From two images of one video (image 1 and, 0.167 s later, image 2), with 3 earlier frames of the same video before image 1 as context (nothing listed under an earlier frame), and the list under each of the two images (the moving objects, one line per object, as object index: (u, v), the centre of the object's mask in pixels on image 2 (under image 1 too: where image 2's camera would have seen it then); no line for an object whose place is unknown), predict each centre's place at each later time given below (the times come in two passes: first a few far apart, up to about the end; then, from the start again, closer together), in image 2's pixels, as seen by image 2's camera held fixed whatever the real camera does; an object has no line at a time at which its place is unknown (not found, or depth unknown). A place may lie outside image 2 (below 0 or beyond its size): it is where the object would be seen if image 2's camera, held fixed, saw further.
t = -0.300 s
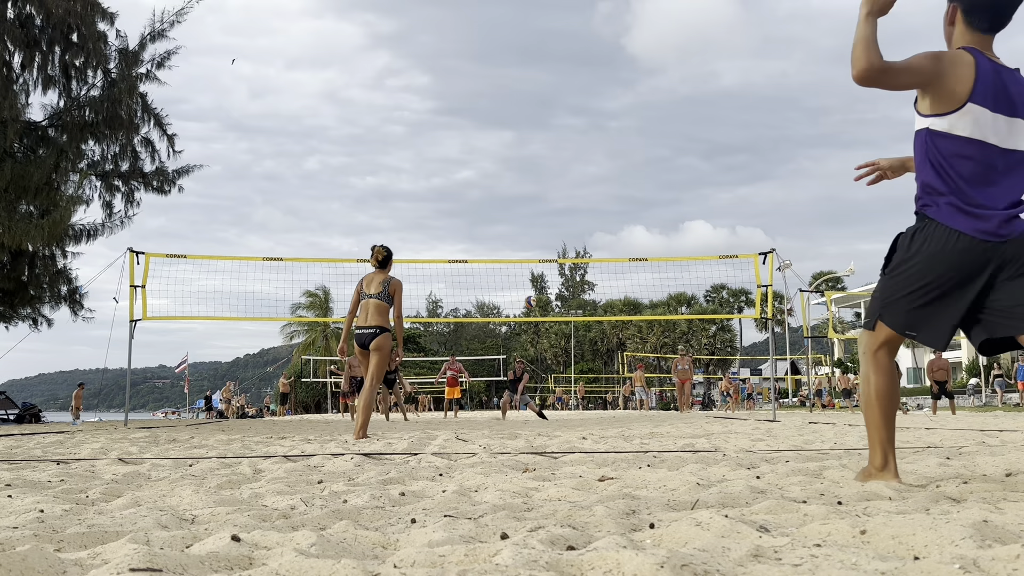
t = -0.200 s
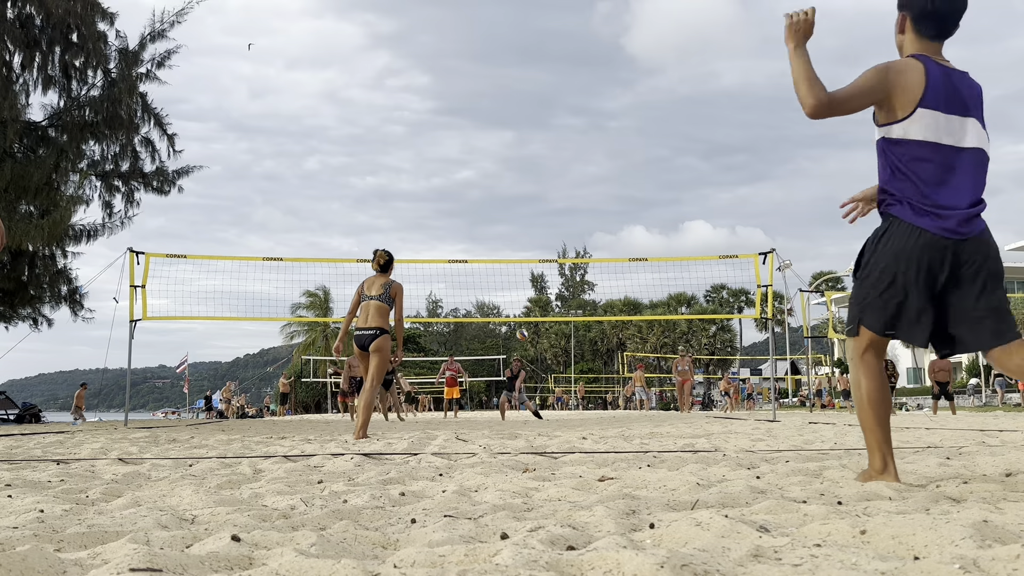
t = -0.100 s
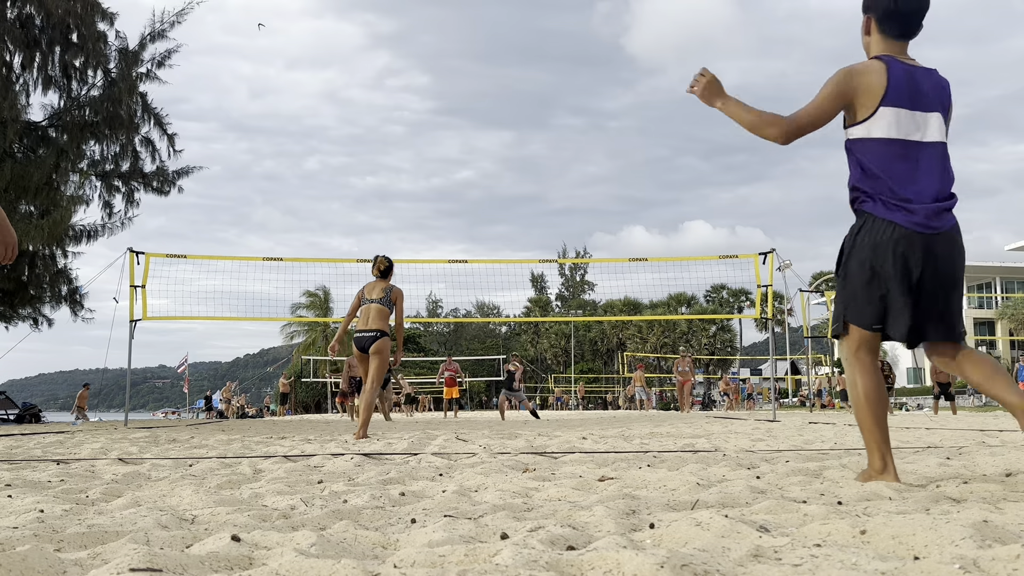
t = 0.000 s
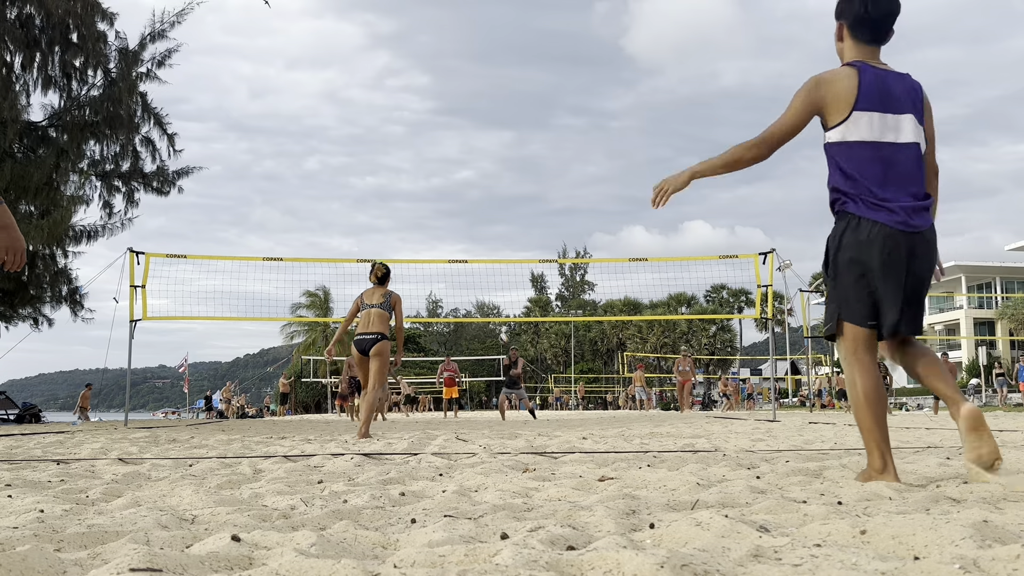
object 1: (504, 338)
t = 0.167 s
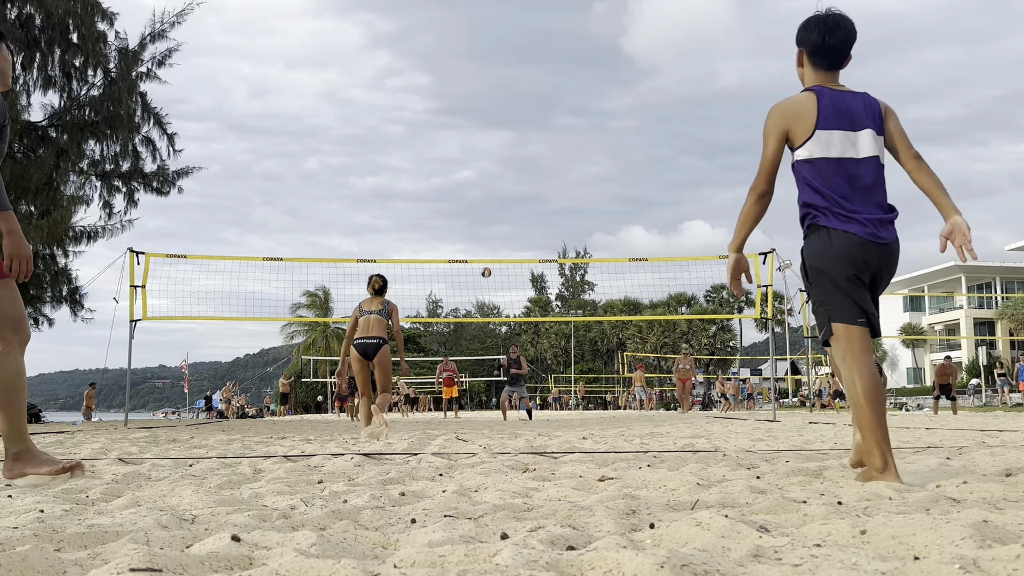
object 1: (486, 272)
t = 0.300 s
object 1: (470, 230)
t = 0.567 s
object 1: (436, 168)
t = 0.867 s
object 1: (394, 137)
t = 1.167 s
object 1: (346, 151)
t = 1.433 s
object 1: (300, 206)
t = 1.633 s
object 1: (262, 276)
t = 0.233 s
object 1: (478, 250)
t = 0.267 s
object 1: (474, 239)
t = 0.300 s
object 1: (470, 230)
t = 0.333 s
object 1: (466, 220)
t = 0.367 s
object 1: (462, 211)
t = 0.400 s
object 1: (458, 202)
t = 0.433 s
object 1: (454, 195)
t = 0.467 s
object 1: (450, 187)
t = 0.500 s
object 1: (445, 180)
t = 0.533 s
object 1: (441, 174)
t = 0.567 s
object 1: (436, 168)
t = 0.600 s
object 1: (432, 162)
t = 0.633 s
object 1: (427, 157)
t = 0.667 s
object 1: (423, 153)
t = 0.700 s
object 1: (418, 149)
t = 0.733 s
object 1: (413, 145)
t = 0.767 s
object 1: (409, 142)
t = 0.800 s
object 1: (404, 140)
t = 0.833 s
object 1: (399, 138)
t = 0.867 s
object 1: (394, 137)
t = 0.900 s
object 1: (389, 136)
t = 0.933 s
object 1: (384, 136)
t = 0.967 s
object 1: (378, 136)
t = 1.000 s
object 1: (374, 137)
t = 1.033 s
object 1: (368, 139)
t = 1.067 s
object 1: (363, 141)
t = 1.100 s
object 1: (357, 144)
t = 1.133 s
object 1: (352, 147)
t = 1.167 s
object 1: (346, 151)
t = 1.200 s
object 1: (341, 156)
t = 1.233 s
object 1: (335, 160)
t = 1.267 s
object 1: (329, 167)
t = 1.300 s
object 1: (324, 173)
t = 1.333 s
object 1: (318, 180)
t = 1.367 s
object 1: (312, 188)
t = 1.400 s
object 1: (306, 196)
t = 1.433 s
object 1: (300, 206)
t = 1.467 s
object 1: (294, 215)
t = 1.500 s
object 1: (288, 226)
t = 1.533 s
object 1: (282, 237)
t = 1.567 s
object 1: (275, 250)
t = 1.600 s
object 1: (269, 263)
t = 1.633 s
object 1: (262, 276)
